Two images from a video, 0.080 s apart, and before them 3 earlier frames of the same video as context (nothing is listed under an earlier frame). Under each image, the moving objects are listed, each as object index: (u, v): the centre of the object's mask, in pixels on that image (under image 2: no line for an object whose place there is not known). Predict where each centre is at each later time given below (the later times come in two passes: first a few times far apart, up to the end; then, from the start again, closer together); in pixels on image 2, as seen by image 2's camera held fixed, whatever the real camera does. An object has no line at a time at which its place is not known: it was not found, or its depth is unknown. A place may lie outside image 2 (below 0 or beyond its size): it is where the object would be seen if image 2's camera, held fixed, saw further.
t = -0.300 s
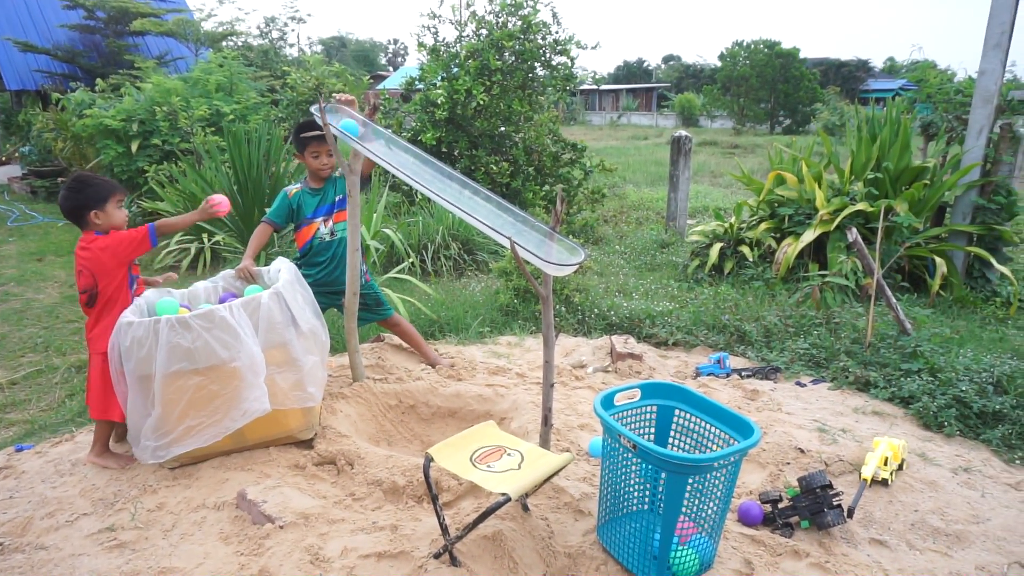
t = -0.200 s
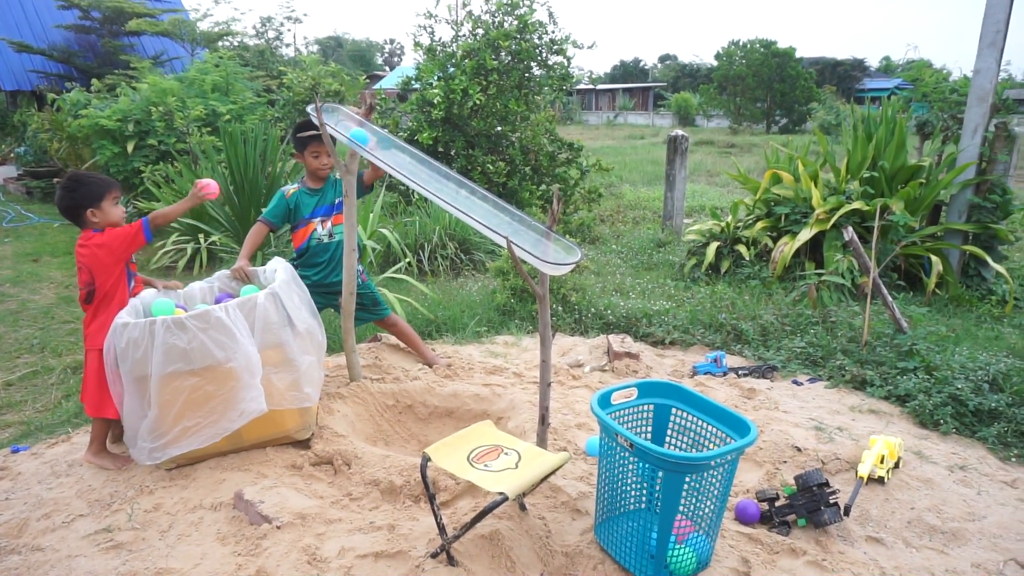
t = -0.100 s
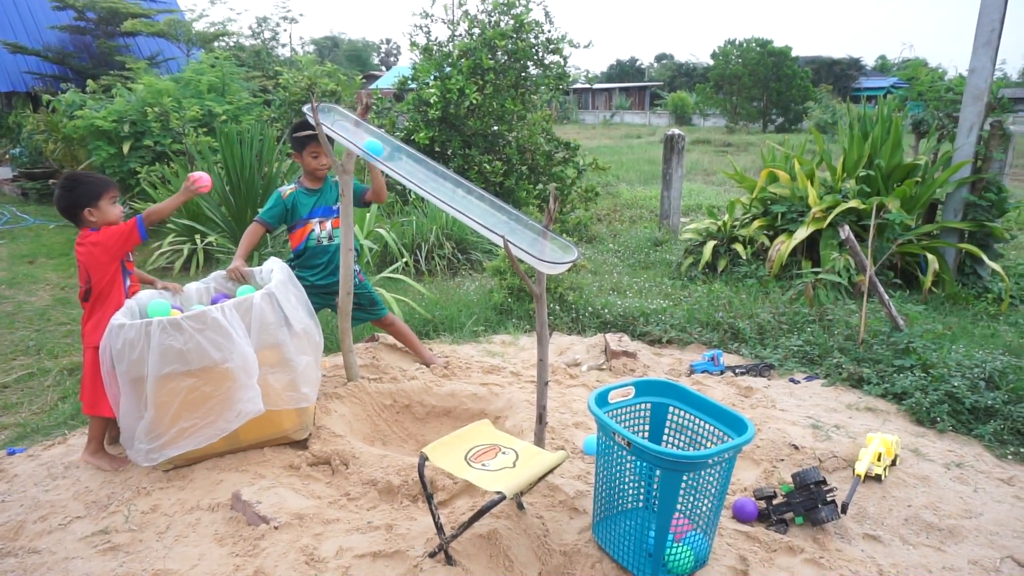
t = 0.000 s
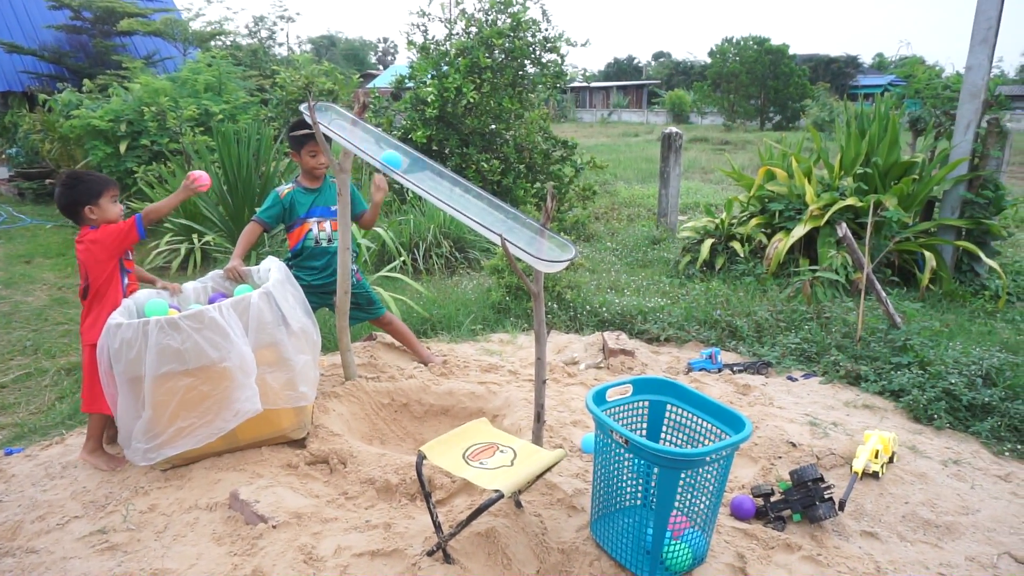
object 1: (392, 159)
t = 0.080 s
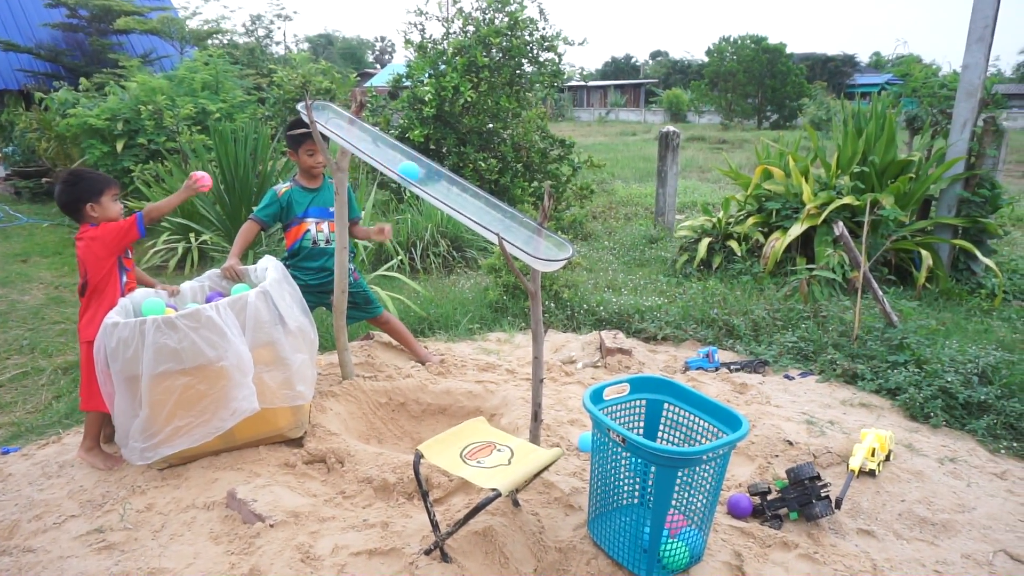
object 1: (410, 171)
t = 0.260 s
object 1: (466, 203)
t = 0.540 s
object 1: (564, 222)
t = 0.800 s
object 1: (605, 265)
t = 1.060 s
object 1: (660, 317)
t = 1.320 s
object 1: (728, 411)
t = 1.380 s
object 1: (706, 427)
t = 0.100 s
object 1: (415, 174)
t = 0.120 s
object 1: (421, 178)
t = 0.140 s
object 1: (426, 181)
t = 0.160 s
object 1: (433, 185)
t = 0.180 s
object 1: (439, 189)
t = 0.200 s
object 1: (446, 192)
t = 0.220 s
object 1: (452, 195)
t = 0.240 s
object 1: (458, 199)
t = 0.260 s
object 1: (466, 203)
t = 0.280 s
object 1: (473, 209)
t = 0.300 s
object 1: (481, 213)
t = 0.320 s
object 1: (489, 218)
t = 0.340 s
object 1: (496, 223)
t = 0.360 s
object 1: (505, 227)
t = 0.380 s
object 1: (513, 232)
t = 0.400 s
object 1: (521, 237)
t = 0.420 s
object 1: (531, 243)
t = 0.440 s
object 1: (540, 248)
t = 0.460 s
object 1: (550, 250)
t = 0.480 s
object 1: (555, 245)
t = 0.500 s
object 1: (558, 236)
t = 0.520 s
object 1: (561, 229)
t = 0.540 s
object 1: (564, 222)
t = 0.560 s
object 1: (568, 217)
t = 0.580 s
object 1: (571, 213)
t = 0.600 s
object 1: (574, 211)
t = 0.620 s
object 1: (578, 210)
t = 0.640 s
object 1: (581, 210)
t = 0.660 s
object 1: (584, 212)
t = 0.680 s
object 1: (587, 215)
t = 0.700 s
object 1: (590, 220)
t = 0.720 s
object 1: (593, 226)
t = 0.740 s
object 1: (596, 233)
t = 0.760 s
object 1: (599, 242)
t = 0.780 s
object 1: (602, 253)
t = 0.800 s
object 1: (605, 265)
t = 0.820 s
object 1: (608, 277)
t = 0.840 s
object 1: (610, 291)
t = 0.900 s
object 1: (617, 340)
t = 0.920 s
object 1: (619, 359)
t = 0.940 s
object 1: (624, 355)
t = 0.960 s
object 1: (631, 345)
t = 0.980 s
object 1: (637, 337)
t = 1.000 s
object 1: (643, 330)
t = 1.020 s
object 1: (649, 325)
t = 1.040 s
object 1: (654, 320)
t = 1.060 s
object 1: (660, 317)
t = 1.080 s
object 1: (666, 315)
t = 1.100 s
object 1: (672, 314)
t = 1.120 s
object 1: (678, 315)
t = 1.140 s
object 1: (684, 317)
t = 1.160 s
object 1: (689, 321)
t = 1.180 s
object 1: (695, 326)
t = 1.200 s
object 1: (701, 333)
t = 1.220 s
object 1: (706, 342)
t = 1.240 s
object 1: (712, 352)
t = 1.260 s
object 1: (717, 364)
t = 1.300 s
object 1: (724, 394)
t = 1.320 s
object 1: (728, 411)
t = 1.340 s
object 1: (722, 415)
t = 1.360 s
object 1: (714, 420)
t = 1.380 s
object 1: (706, 427)
